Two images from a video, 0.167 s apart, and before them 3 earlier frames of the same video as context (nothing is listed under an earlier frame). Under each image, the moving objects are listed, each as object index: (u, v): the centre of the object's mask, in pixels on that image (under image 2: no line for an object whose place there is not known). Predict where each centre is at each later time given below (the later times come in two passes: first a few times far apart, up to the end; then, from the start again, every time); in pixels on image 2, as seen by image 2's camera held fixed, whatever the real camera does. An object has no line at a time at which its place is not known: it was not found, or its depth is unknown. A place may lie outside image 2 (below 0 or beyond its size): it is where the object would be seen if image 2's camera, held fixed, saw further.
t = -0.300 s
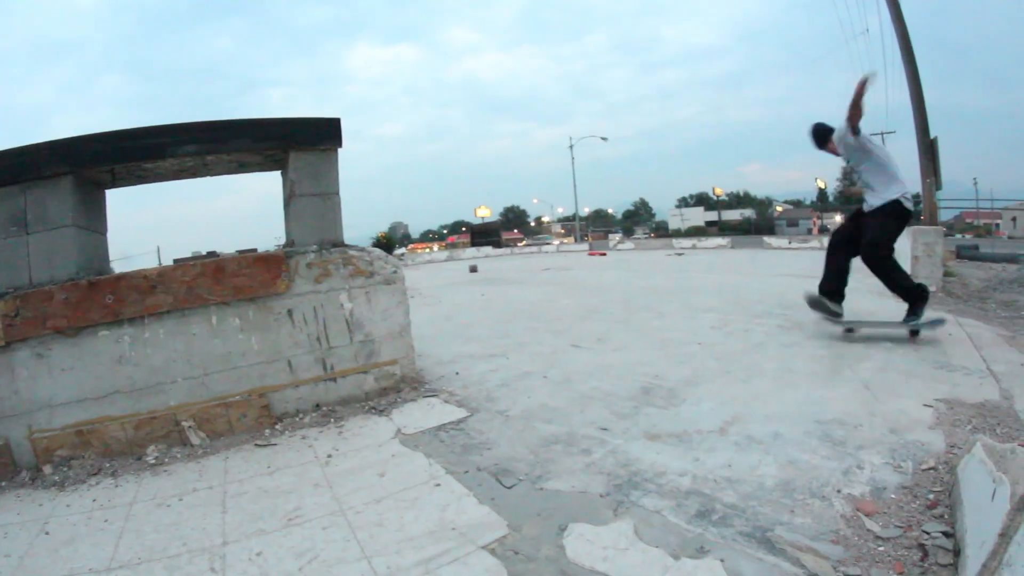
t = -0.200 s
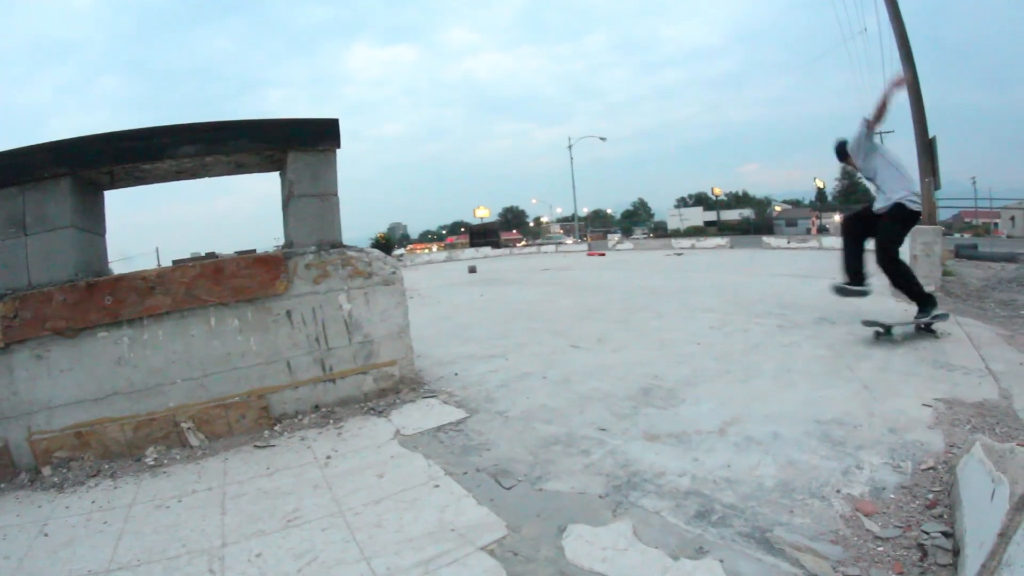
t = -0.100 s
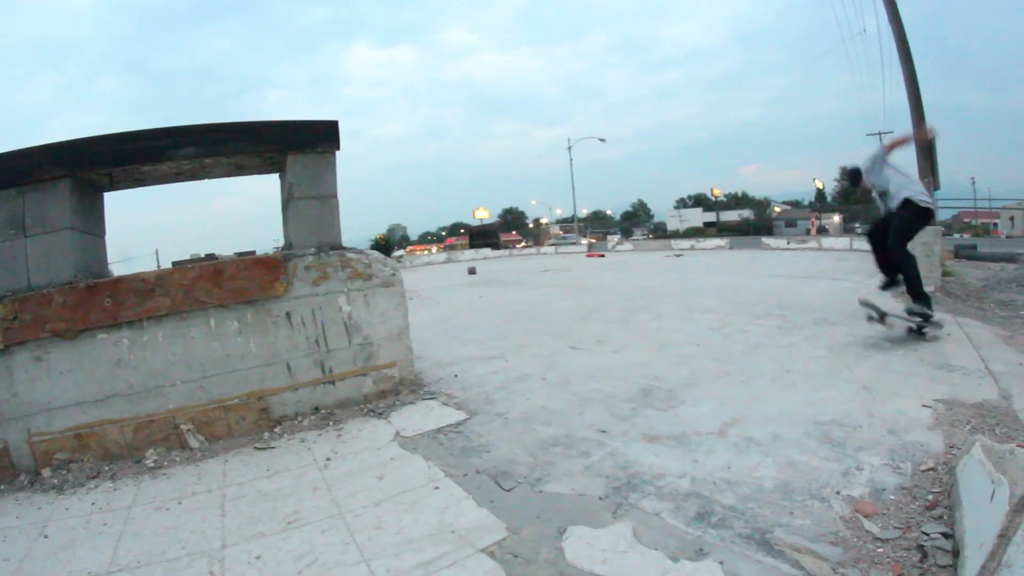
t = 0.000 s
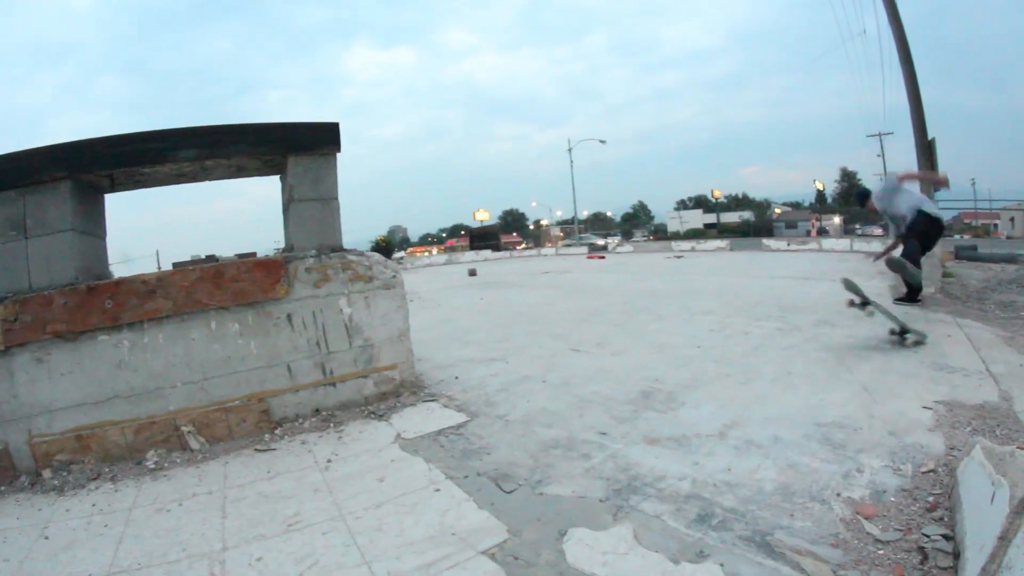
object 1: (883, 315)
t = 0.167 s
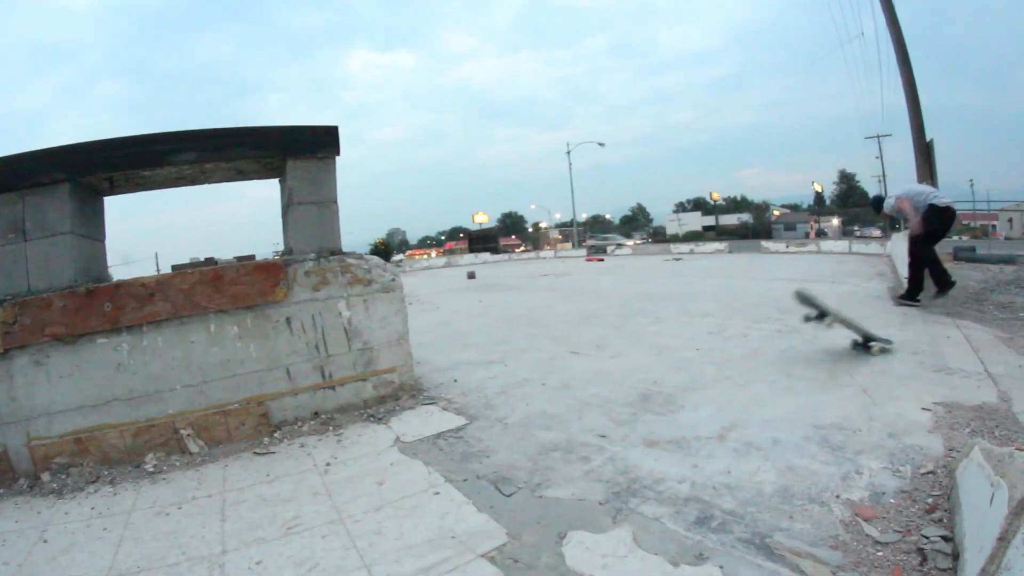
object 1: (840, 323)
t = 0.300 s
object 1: (809, 349)
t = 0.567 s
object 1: (734, 363)
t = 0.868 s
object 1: (635, 379)
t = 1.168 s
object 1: (521, 394)
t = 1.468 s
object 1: (418, 405)
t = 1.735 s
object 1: (370, 414)
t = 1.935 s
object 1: (367, 417)
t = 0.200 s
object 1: (831, 329)
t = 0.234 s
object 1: (823, 335)
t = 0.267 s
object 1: (822, 342)
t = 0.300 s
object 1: (809, 349)
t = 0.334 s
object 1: (802, 346)
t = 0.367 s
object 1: (795, 347)
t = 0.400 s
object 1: (786, 350)
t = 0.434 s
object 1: (777, 351)
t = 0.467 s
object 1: (766, 356)
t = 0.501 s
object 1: (754, 359)
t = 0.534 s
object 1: (744, 360)
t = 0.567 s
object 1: (734, 363)
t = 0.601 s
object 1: (723, 365)
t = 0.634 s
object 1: (713, 367)
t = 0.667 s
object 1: (703, 368)
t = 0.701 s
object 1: (692, 371)
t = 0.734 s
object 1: (682, 372)
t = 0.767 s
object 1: (670, 374)
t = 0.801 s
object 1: (659, 375)
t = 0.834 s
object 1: (647, 377)
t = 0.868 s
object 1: (635, 379)
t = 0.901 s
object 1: (622, 381)
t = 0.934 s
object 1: (610, 383)
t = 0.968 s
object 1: (597, 385)
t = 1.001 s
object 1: (584, 387)
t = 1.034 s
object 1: (572, 388)
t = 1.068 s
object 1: (559, 389)
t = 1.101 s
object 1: (545, 392)
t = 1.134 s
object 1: (531, 393)
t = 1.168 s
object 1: (521, 394)
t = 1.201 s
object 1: (507, 396)
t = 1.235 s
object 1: (494, 397)
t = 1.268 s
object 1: (484, 398)
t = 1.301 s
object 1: (471, 400)
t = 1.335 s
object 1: (458, 402)
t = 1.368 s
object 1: (448, 402)
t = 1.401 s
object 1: (437, 403)
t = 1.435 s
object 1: (427, 404)
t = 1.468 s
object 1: (418, 405)
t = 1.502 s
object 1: (409, 407)
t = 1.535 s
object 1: (400, 409)
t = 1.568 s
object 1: (394, 408)
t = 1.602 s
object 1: (388, 410)
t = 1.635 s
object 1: (382, 411)
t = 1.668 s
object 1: (376, 412)
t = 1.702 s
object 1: (371, 413)
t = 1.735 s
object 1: (370, 414)
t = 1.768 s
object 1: (367, 416)
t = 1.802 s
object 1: (368, 415)
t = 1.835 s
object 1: (367, 416)
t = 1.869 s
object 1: (367, 416)
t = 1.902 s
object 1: (366, 417)
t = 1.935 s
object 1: (367, 417)
